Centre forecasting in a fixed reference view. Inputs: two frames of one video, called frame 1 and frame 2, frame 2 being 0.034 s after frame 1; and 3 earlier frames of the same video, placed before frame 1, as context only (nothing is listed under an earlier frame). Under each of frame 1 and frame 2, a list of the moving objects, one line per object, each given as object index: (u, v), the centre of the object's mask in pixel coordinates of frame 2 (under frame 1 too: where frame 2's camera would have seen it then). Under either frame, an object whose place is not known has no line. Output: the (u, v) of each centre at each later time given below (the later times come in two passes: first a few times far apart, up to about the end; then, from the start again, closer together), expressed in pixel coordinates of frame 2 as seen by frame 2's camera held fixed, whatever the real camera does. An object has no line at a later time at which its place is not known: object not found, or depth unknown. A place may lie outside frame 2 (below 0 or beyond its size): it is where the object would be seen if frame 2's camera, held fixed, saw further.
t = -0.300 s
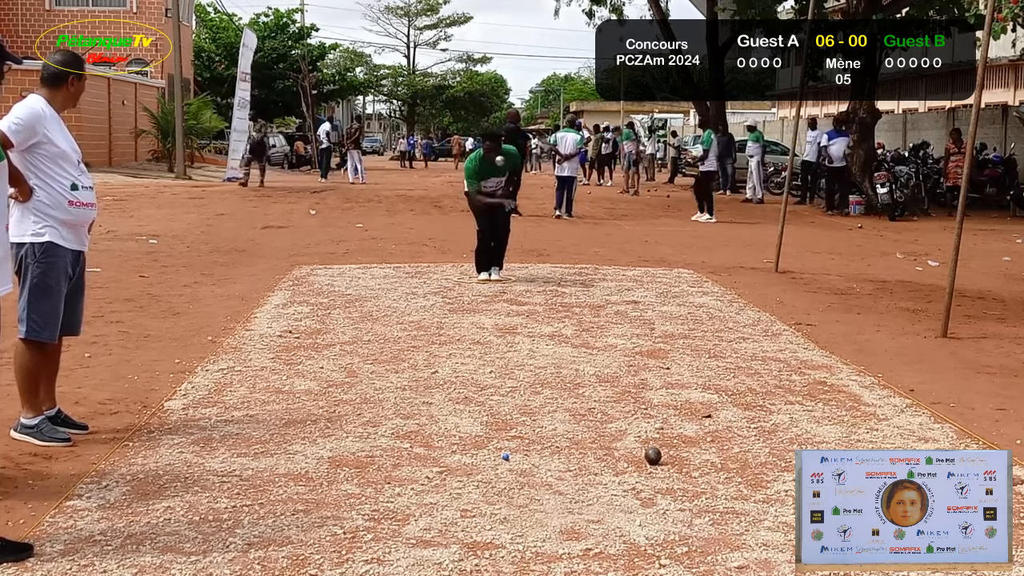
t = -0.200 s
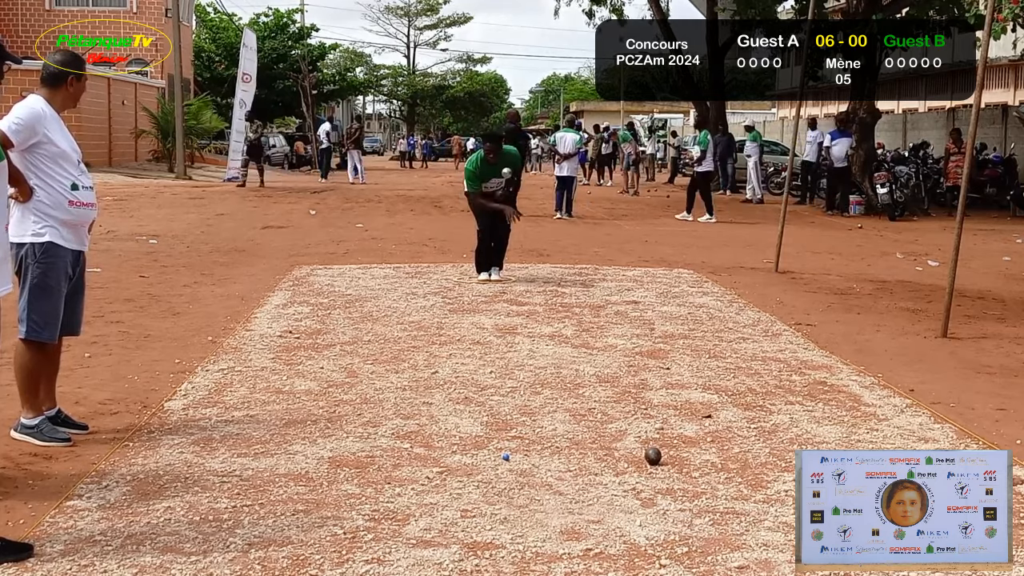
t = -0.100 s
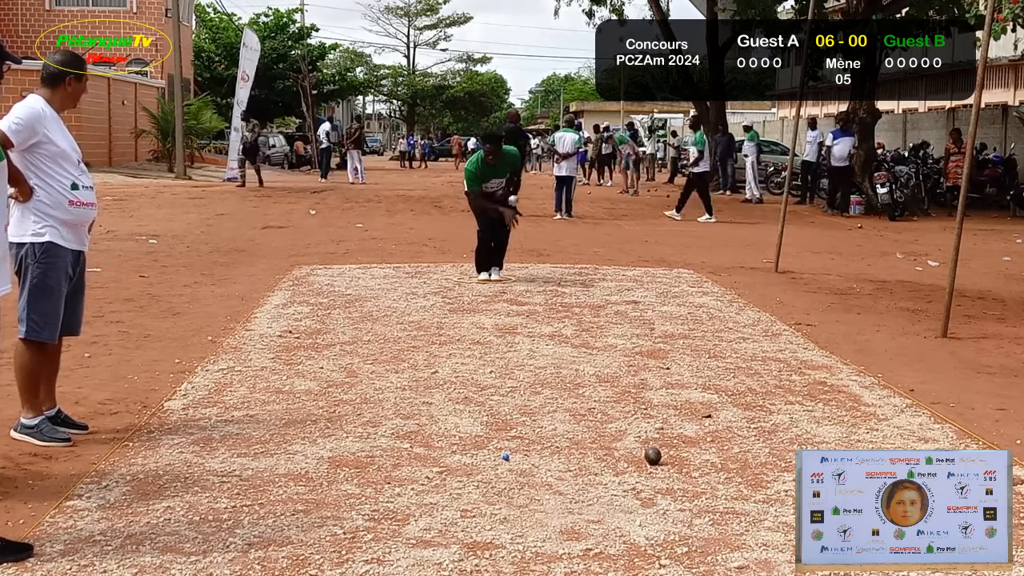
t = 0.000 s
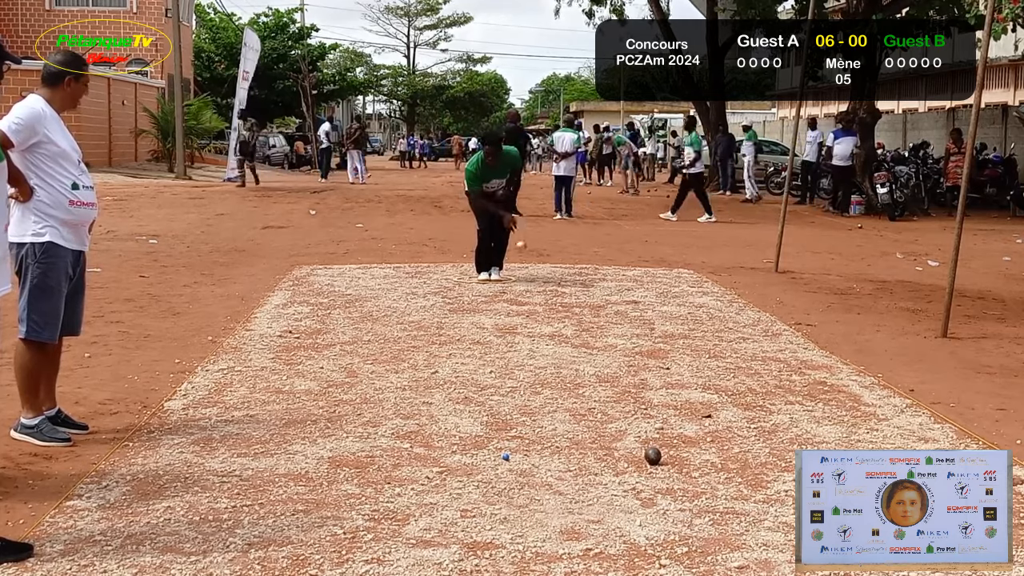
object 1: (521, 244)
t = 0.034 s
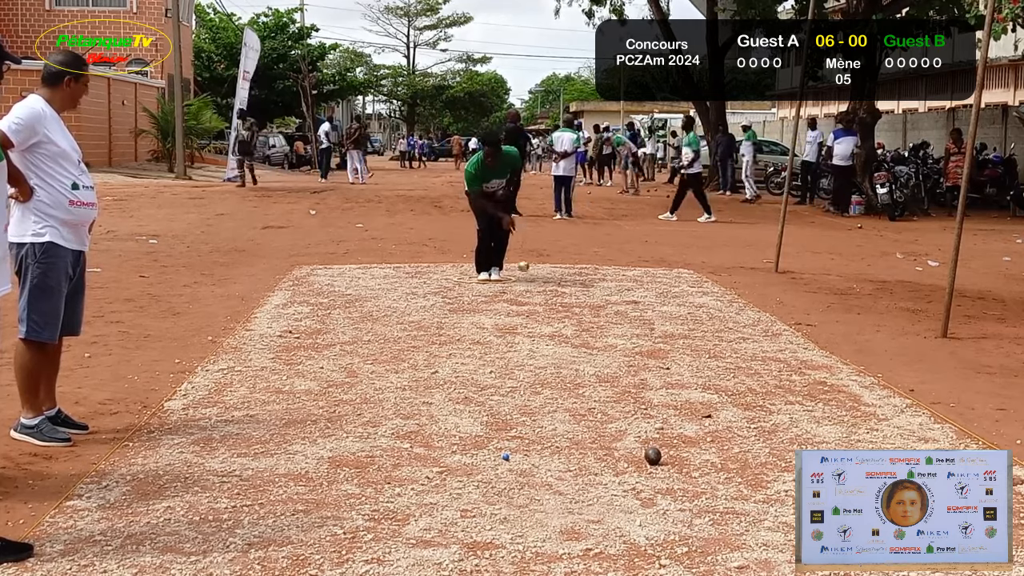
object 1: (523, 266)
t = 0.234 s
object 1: (535, 350)
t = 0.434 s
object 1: (541, 376)
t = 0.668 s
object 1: (542, 384)
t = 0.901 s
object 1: (532, 404)
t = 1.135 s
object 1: (521, 418)
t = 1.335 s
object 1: (513, 430)
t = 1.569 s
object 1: (495, 441)
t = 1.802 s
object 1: (490, 452)
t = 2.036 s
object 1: (488, 459)
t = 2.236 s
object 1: (482, 464)
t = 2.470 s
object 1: (469, 469)
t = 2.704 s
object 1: (466, 470)
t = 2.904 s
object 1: (465, 470)
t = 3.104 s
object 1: (465, 470)
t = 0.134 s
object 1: (531, 340)
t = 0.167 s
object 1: (534, 354)
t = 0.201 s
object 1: (534, 352)
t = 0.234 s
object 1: (535, 350)
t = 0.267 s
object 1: (536, 351)
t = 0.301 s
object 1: (537, 355)
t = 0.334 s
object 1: (538, 361)
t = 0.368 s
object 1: (538, 369)
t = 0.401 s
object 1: (540, 375)
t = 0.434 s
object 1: (541, 376)
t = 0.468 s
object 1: (541, 378)
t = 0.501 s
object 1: (542, 379)
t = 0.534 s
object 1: (542, 380)
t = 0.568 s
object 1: (543, 385)
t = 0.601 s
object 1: (544, 386)
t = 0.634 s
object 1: (543, 384)
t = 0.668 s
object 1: (542, 384)
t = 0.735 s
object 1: (541, 385)
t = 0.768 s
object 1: (539, 390)
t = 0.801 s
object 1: (538, 397)
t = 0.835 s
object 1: (537, 401)
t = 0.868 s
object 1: (534, 403)
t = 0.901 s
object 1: (532, 404)
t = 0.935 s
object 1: (530, 407)
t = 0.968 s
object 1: (530, 408)
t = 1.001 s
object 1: (527, 407)
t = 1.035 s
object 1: (525, 409)
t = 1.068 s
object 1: (524, 414)
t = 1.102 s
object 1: (522, 417)
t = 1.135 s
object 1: (521, 418)
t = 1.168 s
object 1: (519, 421)
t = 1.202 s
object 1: (518, 422)
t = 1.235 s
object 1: (517, 421)
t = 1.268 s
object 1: (516, 424)
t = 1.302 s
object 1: (514, 429)
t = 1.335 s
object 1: (513, 430)
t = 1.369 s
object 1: (510, 430)
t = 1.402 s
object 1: (507, 432)
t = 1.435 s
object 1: (503, 436)
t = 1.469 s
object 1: (501, 437)
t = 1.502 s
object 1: (499, 437)
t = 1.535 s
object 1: (498, 439)
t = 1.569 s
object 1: (495, 441)
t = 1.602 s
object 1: (494, 444)
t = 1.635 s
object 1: (492, 445)
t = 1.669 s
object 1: (491, 445)
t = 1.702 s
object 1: (490, 447)
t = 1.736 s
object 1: (490, 449)
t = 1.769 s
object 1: (488, 450)
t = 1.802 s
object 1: (490, 452)
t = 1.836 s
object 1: (490, 452)
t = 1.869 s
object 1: (488, 455)
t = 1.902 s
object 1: (488, 455)
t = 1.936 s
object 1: (489, 456)
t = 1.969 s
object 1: (488, 457)
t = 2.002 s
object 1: (488, 458)
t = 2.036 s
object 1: (488, 459)
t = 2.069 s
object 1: (486, 460)
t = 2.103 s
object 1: (485, 461)
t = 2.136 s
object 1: (483, 462)
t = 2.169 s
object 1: (483, 463)
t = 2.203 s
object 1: (483, 464)
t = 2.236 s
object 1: (482, 464)
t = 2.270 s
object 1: (480, 465)
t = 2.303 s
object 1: (479, 465)
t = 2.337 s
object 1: (477, 466)
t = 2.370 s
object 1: (476, 468)
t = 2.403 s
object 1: (474, 469)
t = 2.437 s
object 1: (472, 469)
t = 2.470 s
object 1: (469, 469)
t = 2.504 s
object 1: (468, 469)
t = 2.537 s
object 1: (467, 470)
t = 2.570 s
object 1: (468, 471)
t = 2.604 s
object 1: (467, 470)
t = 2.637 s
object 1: (466, 470)
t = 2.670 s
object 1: (466, 470)
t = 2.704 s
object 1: (466, 470)
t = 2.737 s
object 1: (465, 470)
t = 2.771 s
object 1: (465, 470)
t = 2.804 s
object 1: (465, 470)
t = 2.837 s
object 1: (465, 470)
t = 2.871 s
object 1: (465, 470)
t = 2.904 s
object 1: (465, 470)
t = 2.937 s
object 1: (465, 470)
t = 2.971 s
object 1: (465, 470)
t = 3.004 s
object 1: (465, 470)
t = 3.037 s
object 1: (465, 470)
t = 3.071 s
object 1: (465, 470)
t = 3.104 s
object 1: (465, 470)
